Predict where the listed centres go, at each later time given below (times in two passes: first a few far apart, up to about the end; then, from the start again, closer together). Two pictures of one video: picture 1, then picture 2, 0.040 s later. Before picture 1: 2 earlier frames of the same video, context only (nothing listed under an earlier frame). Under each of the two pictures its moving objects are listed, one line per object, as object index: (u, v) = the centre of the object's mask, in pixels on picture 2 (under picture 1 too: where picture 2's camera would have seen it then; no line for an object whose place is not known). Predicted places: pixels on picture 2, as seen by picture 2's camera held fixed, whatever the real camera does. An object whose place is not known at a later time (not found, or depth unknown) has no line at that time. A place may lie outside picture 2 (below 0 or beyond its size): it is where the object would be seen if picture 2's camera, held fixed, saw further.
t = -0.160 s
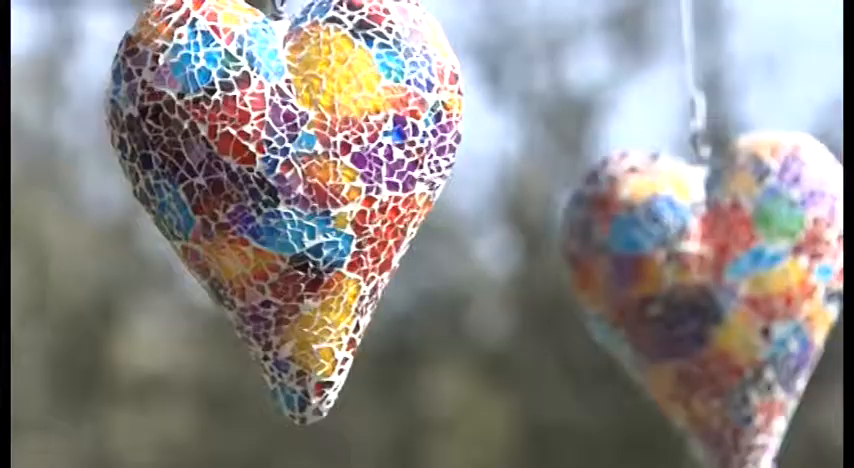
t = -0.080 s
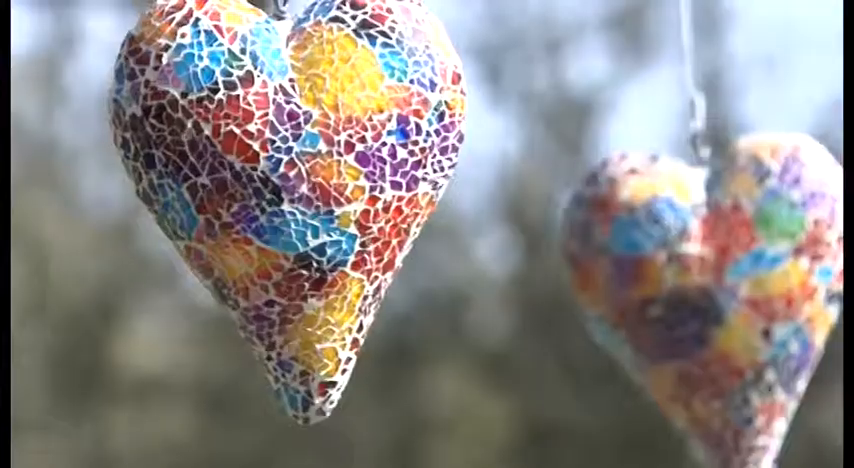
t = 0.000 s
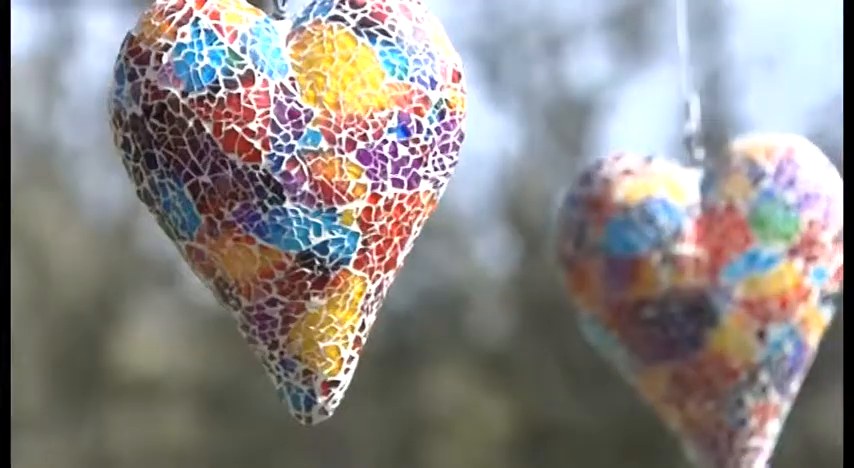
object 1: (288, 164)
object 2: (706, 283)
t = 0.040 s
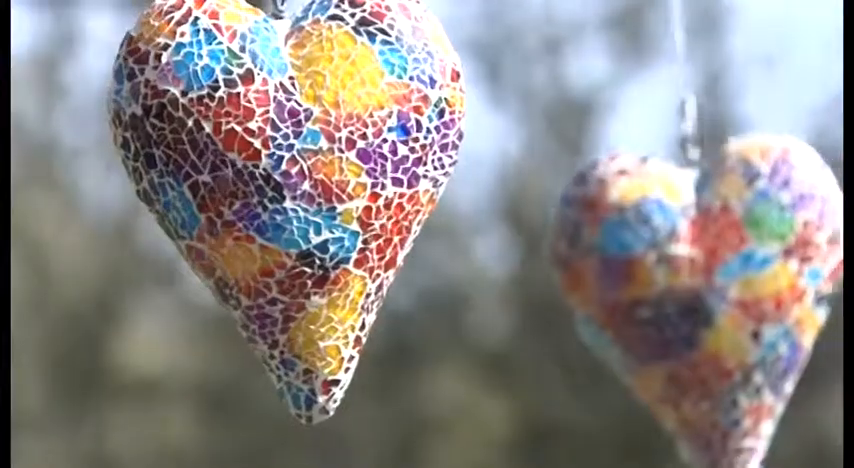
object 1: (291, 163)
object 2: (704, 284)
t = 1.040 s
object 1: (280, 163)
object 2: (705, 283)
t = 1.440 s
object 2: (703, 287)
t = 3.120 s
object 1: (287, 168)
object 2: (696, 288)
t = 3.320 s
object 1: (284, 167)
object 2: (699, 288)
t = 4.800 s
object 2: (702, 290)
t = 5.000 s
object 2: (706, 289)
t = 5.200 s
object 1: (295, 164)
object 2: (698, 285)
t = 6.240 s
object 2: (711, 295)
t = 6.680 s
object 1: (279, 168)
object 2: (706, 284)
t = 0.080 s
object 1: (292, 162)
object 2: (702, 283)
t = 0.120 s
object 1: (293, 161)
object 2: (698, 283)
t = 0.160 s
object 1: (294, 161)
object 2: (693, 284)
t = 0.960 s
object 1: (272, 164)
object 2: (697, 281)
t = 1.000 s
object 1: (276, 164)
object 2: (702, 282)
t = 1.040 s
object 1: (280, 163)
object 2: (705, 283)
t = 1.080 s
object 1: (283, 163)
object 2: (707, 285)
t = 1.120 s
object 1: (285, 162)
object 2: (707, 286)
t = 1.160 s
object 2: (708, 287)
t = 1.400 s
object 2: (704, 287)
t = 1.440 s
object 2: (703, 287)
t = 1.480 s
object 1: (310, 159)
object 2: (701, 287)
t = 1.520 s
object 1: (310, 158)
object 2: (700, 287)
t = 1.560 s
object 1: (310, 158)
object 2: (697, 287)
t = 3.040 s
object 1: (290, 168)
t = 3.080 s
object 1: (289, 168)
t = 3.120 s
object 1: (287, 168)
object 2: (696, 288)
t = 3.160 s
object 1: (286, 168)
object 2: (697, 288)
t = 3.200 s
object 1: (285, 167)
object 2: (698, 288)
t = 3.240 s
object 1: (284, 167)
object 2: (699, 288)
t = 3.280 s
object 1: (284, 167)
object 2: (699, 288)
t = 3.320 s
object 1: (284, 167)
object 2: (699, 288)
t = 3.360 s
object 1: (284, 166)
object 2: (698, 288)
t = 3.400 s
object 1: (286, 166)
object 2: (698, 287)
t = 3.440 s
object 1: (286, 165)
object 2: (696, 287)
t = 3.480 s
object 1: (288, 163)
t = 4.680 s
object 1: (299, 162)
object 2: (695, 288)
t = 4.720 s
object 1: (302, 162)
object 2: (697, 289)
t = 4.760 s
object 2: (700, 290)
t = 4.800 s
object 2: (702, 290)
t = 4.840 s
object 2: (704, 290)
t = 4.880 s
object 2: (705, 290)
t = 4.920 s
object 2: (706, 290)
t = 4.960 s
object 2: (706, 289)
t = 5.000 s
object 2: (706, 289)
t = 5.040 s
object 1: (307, 163)
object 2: (705, 288)
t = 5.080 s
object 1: (304, 163)
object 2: (704, 287)
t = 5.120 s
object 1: (302, 163)
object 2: (702, 287)
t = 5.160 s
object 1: (298, 163)
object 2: (700, 286)
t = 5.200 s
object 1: (295, 164)
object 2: (698, 285)
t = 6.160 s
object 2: (701, 295)
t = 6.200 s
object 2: (707, 294)
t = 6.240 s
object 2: (711, 295)
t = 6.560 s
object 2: (716, 288)
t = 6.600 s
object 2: (715, 287)
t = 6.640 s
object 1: (282, 169)
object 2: (712, 285)
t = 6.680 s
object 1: (279, 168)
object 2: (706, 284)
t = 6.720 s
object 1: (279, 166)
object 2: (699, 284)
